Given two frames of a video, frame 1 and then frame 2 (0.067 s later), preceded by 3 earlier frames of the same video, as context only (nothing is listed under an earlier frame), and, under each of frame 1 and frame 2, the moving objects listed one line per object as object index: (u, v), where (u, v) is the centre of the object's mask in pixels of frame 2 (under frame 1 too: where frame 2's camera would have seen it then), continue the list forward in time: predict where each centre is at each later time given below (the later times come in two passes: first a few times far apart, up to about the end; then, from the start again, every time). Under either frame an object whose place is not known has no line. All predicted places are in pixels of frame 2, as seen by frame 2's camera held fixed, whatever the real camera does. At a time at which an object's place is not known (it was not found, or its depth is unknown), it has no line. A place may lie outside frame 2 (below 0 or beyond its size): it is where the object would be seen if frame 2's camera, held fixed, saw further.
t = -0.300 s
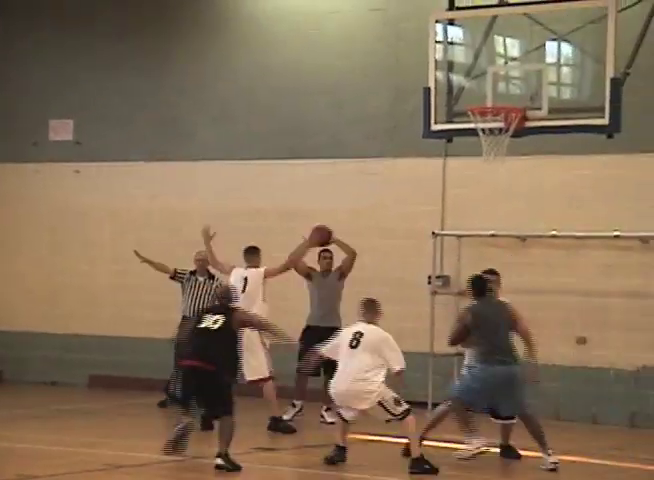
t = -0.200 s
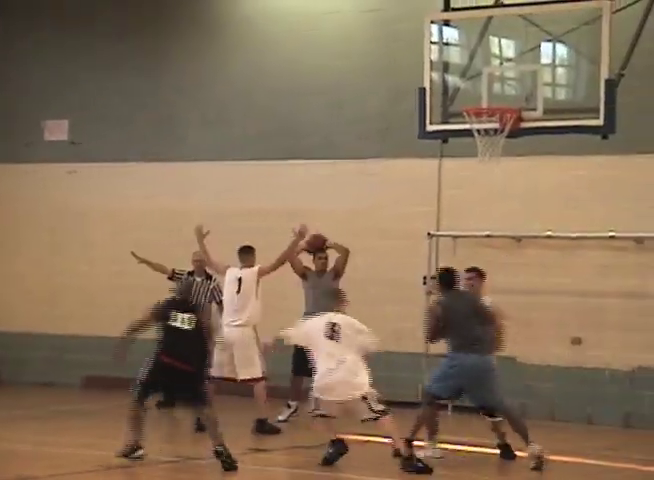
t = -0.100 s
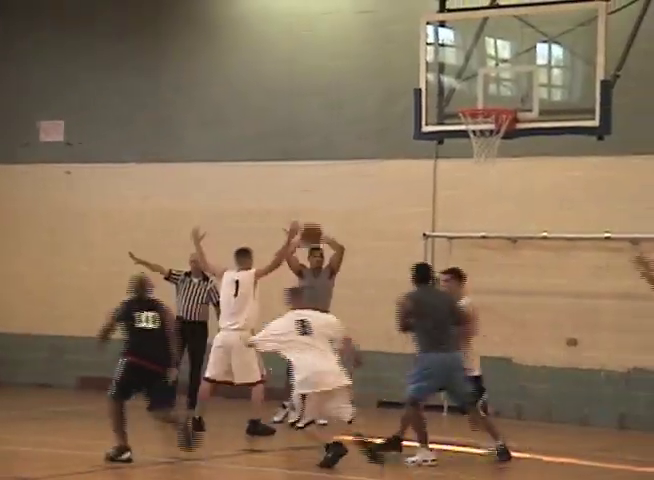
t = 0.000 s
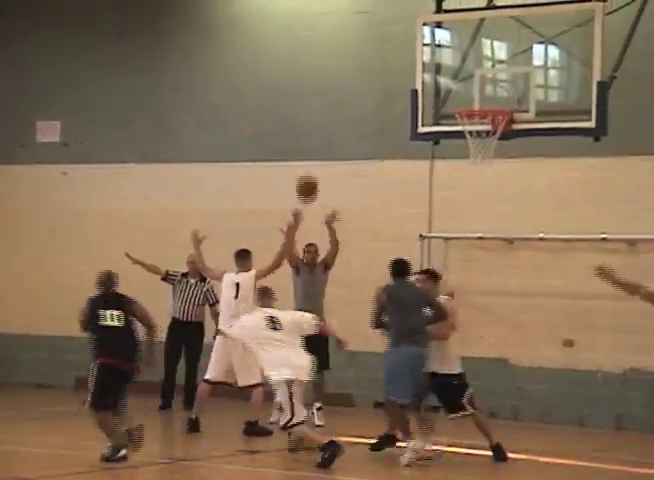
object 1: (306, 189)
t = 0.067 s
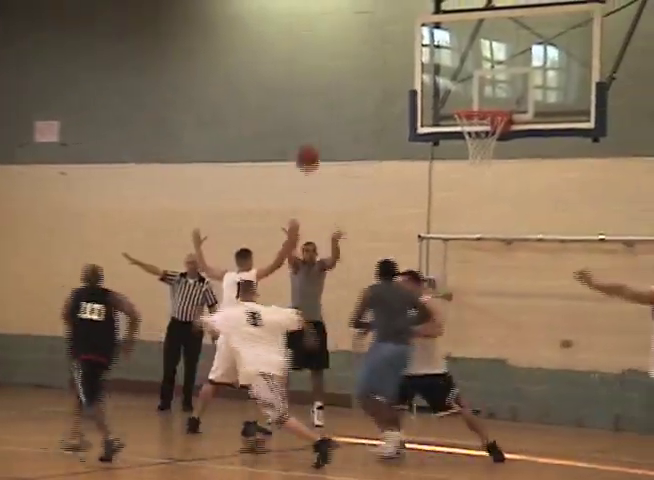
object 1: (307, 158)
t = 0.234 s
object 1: (312, 94)
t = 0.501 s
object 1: (319, 38)
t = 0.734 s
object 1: (326, 55)
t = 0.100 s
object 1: (309, 144)
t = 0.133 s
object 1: (310, 130)
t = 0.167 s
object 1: (310, 117)
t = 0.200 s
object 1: (312, 105)
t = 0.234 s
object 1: (312, 94)
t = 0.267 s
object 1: (313, 82)
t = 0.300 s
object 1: (314, 73)
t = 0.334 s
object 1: (315, 64)
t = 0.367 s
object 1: (316, 56)
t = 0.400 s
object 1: (317, 50)
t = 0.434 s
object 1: (317, 45)
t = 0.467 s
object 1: (318, 41)
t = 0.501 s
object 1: (319, 38)
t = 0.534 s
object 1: (320, 36)
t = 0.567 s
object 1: (321, 36)
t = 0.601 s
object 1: (322, 36)
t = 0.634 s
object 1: (323, 39)
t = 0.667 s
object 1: (324, 43)
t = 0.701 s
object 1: (325, 48)
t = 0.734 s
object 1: (326, 55)
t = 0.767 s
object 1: (327, 65)
